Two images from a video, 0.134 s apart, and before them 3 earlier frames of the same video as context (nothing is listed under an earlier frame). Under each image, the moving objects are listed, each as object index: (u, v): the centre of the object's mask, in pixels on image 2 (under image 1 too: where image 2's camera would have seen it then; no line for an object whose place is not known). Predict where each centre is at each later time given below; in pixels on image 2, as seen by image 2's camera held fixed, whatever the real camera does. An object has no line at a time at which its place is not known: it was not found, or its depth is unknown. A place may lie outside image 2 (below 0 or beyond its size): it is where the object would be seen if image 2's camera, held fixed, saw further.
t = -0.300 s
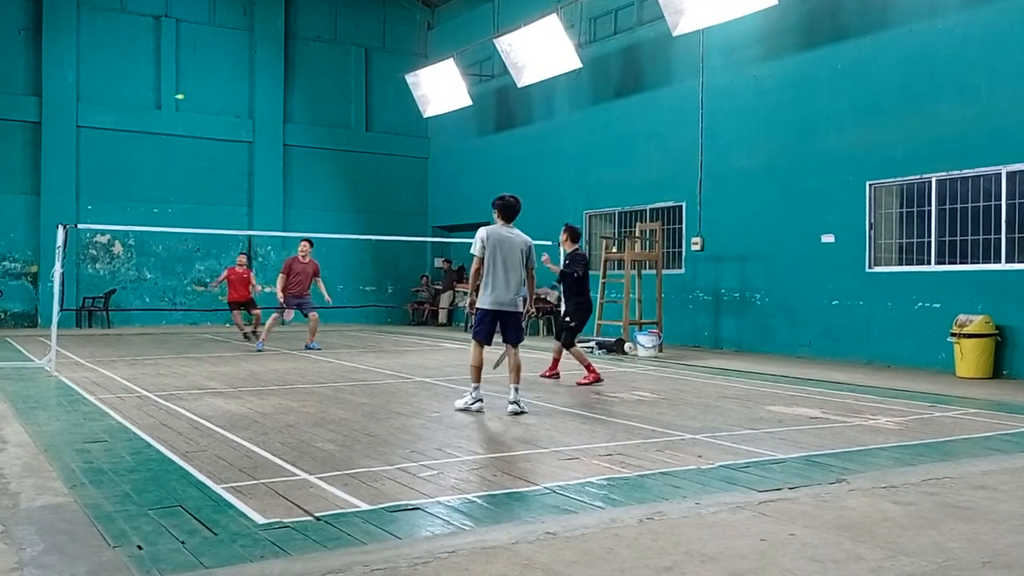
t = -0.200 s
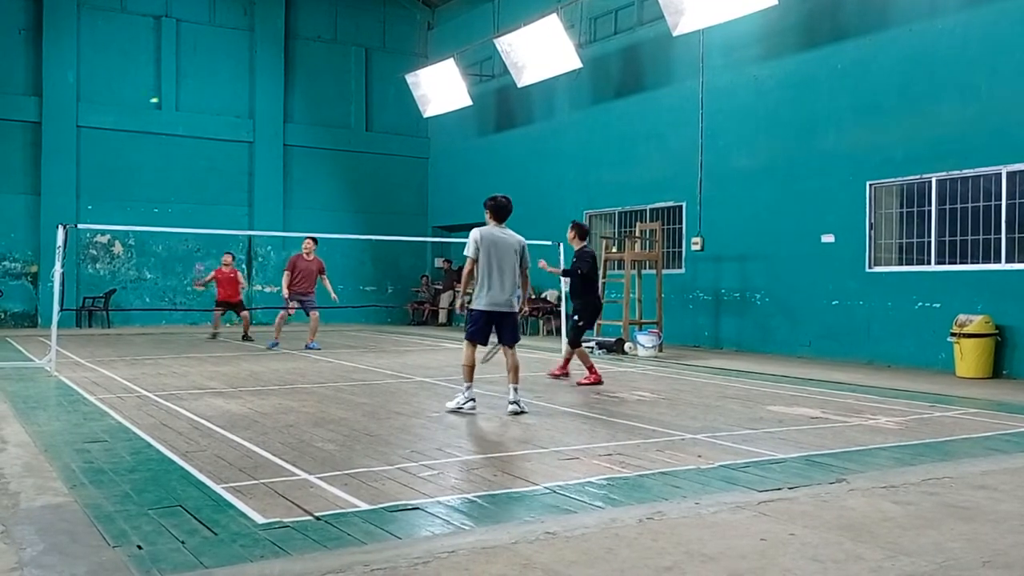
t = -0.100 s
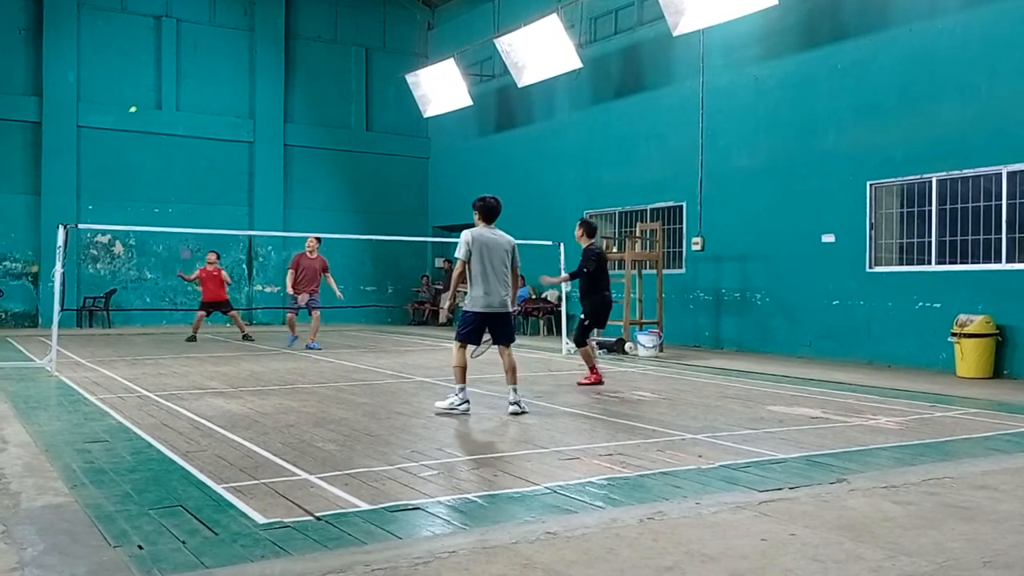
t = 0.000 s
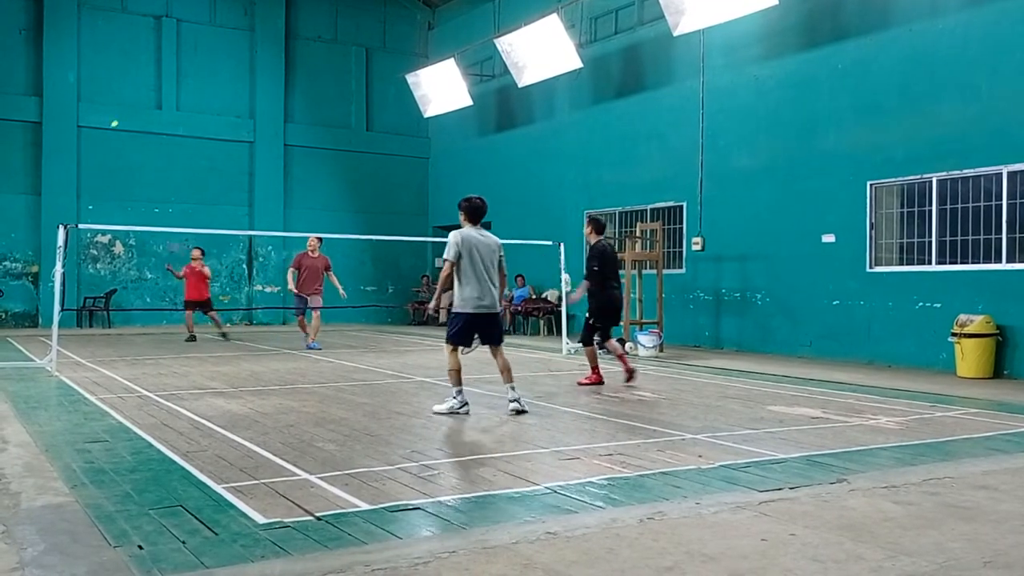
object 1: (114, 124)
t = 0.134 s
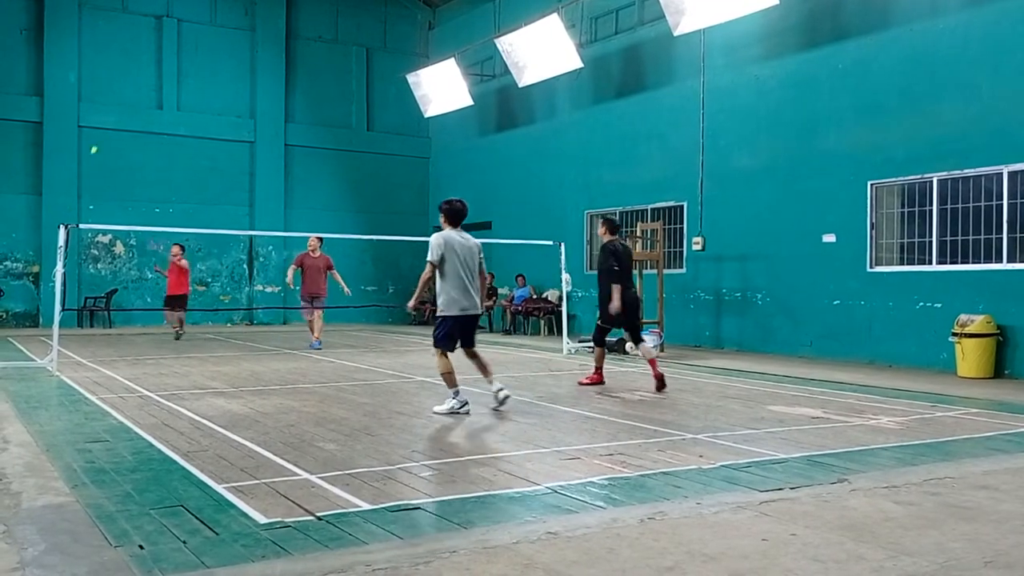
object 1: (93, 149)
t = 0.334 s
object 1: (69, 200)
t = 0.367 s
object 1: (65, 209)
